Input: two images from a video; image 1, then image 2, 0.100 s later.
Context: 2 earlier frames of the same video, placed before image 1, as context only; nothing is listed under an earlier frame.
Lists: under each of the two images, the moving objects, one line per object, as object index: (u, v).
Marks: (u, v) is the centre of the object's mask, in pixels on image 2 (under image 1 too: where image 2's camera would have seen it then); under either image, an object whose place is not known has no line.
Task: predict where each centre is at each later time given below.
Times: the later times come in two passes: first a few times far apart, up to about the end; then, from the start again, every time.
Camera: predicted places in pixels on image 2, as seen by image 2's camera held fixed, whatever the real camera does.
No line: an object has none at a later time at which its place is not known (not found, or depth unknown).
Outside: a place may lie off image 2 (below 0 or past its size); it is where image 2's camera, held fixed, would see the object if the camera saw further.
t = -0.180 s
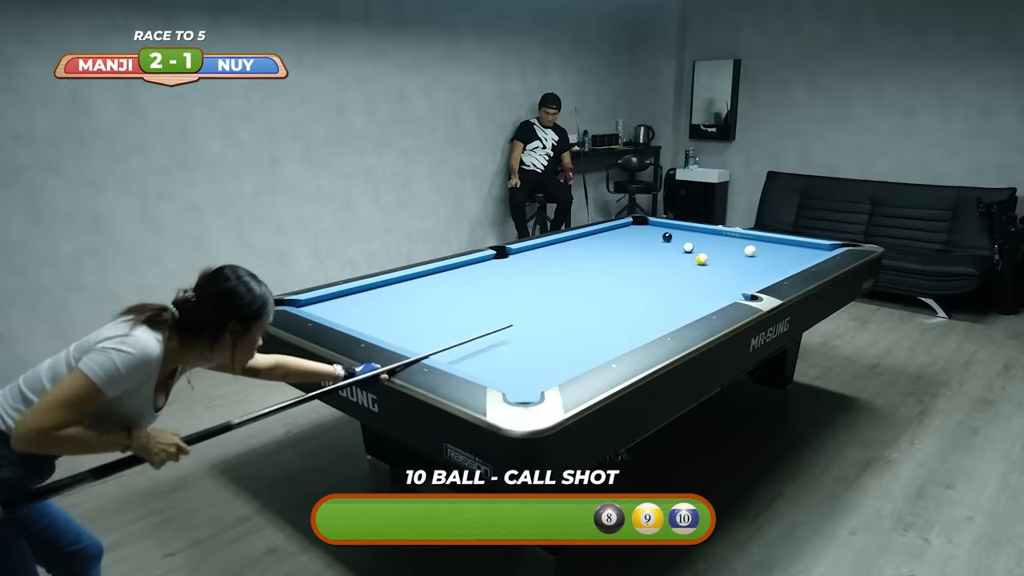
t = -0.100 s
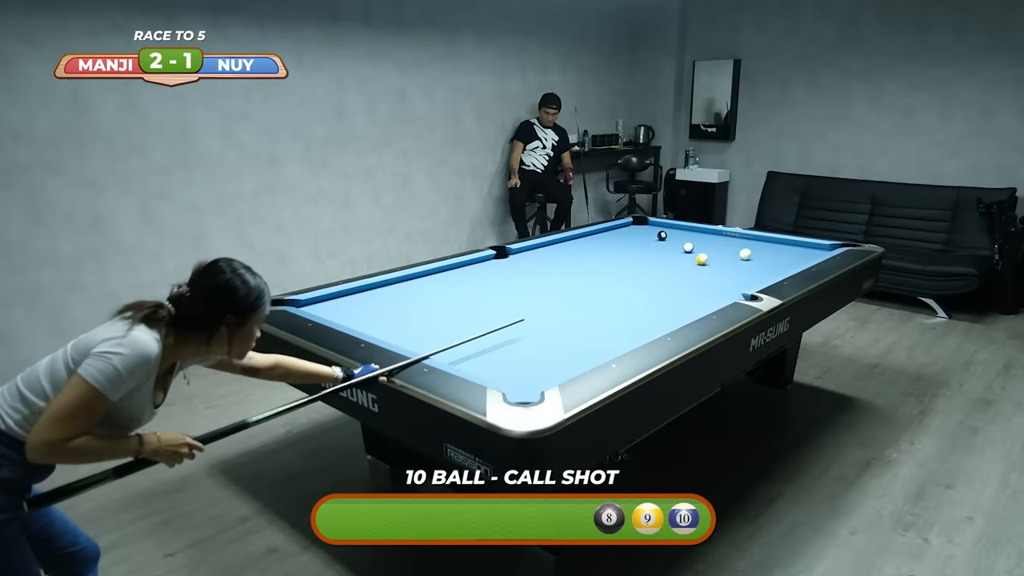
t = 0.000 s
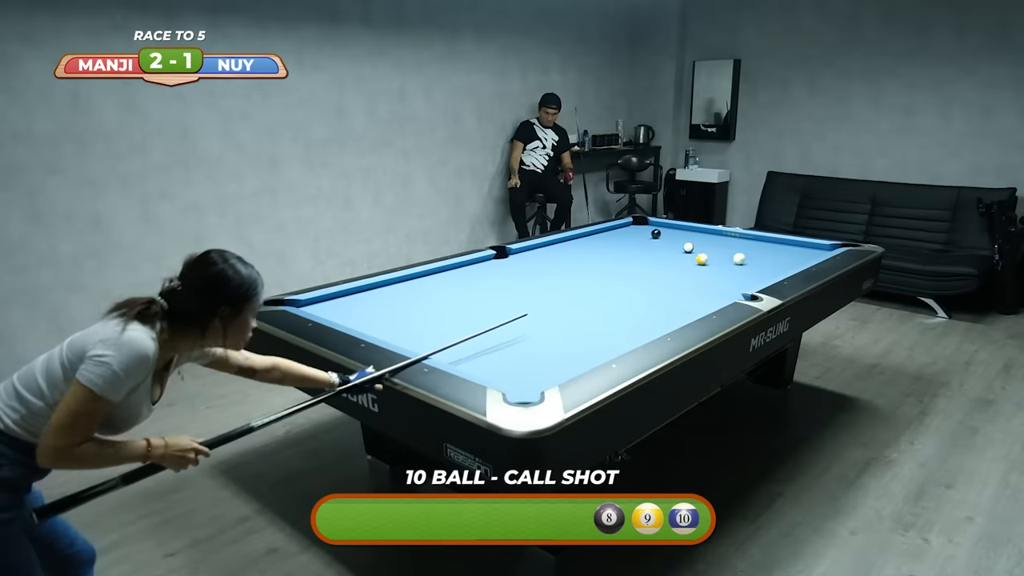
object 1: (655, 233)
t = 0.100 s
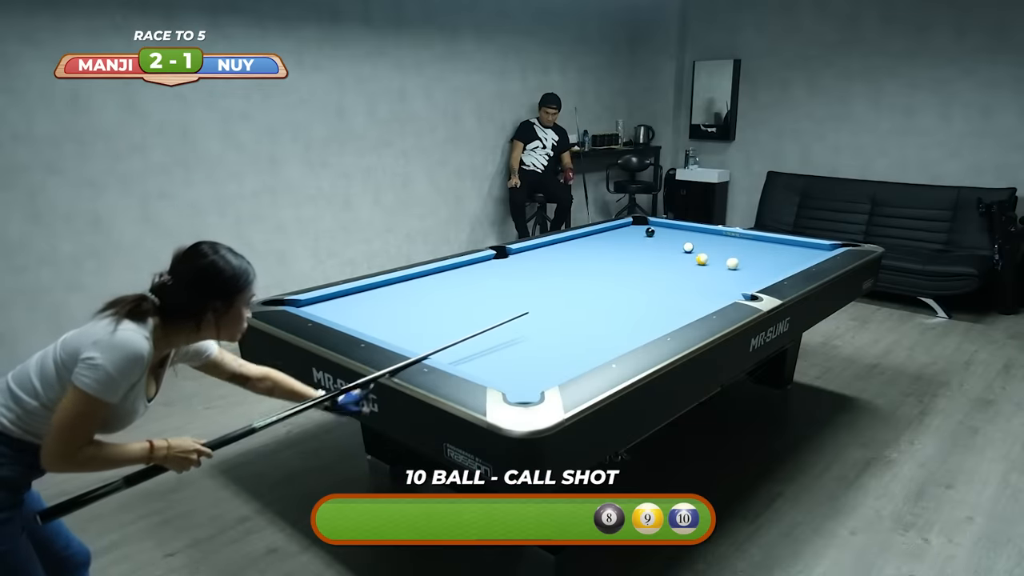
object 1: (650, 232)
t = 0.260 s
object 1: (641, 229)
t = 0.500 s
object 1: (629, 226)
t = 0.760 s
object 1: (634, 225)
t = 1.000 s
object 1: (645, 226)
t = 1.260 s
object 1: (656, 226)
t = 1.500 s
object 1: (665, 227)
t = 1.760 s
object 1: (674, 227)
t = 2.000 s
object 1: (682, 228)
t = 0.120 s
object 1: (649, 231)
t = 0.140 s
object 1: (647, 231)
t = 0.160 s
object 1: (646, 231)
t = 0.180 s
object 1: (645, 231)
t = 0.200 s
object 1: (644, 230)
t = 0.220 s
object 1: (643, 230)
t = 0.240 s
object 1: (642, 229)
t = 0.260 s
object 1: (641, 229)
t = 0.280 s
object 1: (640, 229)
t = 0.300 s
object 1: (638, 229)
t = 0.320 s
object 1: (637, 228)
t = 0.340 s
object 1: (636, 228)
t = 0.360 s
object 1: (635, 228)
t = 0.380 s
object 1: (635, 228)
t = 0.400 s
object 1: (634, 227)
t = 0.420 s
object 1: (633, 227)
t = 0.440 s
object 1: (632, 226)
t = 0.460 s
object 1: (631, 226)
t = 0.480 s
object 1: (630, 226)
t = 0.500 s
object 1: (629, 226)
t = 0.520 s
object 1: (628, 226)
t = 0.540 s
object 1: (627, 225)
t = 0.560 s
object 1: (625, 225)
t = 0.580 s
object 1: (626, 225)
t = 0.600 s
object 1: (627, 225)
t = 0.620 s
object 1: (629, 225)
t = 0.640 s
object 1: (629, 225)
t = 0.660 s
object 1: (631, 225)
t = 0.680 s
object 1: (632, 225)
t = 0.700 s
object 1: (632, 225)
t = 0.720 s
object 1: (633, 225)
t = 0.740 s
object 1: (634, 225)
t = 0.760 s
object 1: (634, 225)
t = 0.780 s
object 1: (635, 225)
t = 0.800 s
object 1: (636, 225)
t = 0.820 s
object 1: (637, 225)
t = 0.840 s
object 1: (638, 225)
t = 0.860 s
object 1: (639, 225)
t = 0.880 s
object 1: (640, 226)
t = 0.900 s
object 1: (641, 226)
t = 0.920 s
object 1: (642, 226)
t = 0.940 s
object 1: (643, 226)
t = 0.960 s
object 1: (643, 226)
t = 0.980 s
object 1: (644, 226)
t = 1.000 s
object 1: (645, 226)
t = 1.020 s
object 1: (646, 226)
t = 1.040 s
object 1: (646, 226)
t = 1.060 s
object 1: (647, 226)
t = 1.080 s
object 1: (648, 226)
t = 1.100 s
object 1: (649, 226)
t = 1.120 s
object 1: (650, 226)
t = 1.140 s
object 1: (651, 226)
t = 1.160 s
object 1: (652, 226)
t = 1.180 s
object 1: (653, 226)
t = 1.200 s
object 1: (653, 226)
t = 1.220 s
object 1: (654, 226)
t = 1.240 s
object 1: (655, 226)
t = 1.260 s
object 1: (656, 226)
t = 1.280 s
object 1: (656, 226)
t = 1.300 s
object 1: (657, 226)
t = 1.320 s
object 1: (658, 226)
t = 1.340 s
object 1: (659, 226)
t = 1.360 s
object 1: (659, 226)
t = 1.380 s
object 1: (660, 226)
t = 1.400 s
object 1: (661, 226)
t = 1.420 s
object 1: (662, 226)
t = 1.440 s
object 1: (662, 226)
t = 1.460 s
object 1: (663, 226)
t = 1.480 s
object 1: (664, 227)
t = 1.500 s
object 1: (665, 227)
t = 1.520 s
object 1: (666, 227)
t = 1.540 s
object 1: (666, 227)
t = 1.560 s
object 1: (667, 227)
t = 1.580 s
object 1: (668, 227)
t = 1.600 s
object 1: (668, 227)
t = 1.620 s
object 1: (669, 227)
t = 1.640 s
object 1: (670, 227)
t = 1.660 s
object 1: (670, 227)
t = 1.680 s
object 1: (671, 227)
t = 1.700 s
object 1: (672, 227)
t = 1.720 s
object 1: (673, 227)
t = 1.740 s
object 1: (673, 227)
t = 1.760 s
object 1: (674, 227)
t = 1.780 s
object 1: (675, 227)
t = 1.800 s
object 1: (675, 227)
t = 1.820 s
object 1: (676, 227)
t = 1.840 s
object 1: (677, 227)
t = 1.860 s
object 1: (677, 228)
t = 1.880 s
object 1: (678, 228)
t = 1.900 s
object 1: (679, 227)
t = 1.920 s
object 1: (679, 227)
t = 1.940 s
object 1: (680, 227)
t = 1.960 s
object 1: (681, 228)
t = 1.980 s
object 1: (681, 228)
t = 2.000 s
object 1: (682, 228)
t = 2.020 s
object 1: (682, 228)
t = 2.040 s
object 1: (683, 227)
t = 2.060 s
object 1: (684, 228)
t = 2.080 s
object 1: (684, 228)
